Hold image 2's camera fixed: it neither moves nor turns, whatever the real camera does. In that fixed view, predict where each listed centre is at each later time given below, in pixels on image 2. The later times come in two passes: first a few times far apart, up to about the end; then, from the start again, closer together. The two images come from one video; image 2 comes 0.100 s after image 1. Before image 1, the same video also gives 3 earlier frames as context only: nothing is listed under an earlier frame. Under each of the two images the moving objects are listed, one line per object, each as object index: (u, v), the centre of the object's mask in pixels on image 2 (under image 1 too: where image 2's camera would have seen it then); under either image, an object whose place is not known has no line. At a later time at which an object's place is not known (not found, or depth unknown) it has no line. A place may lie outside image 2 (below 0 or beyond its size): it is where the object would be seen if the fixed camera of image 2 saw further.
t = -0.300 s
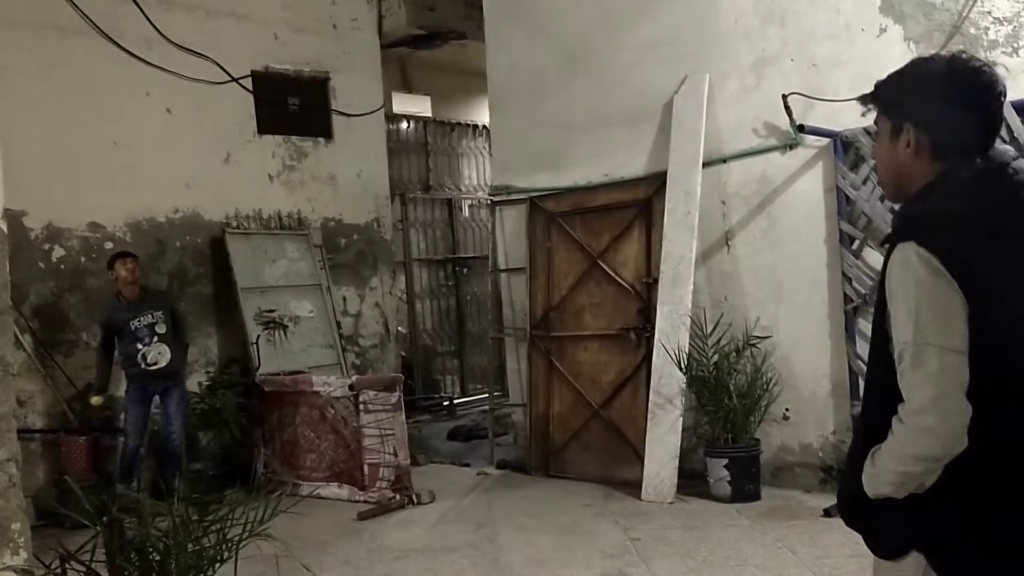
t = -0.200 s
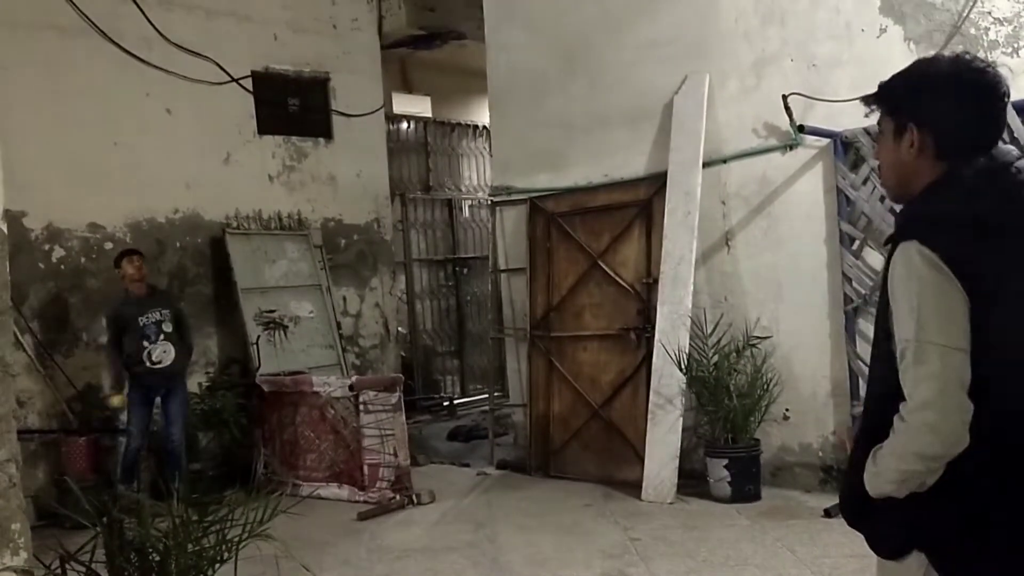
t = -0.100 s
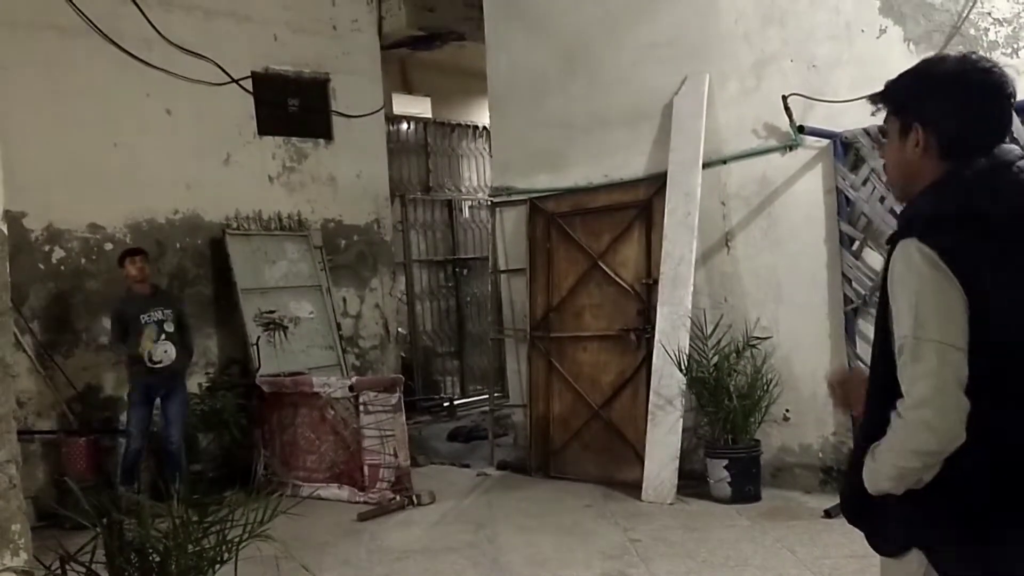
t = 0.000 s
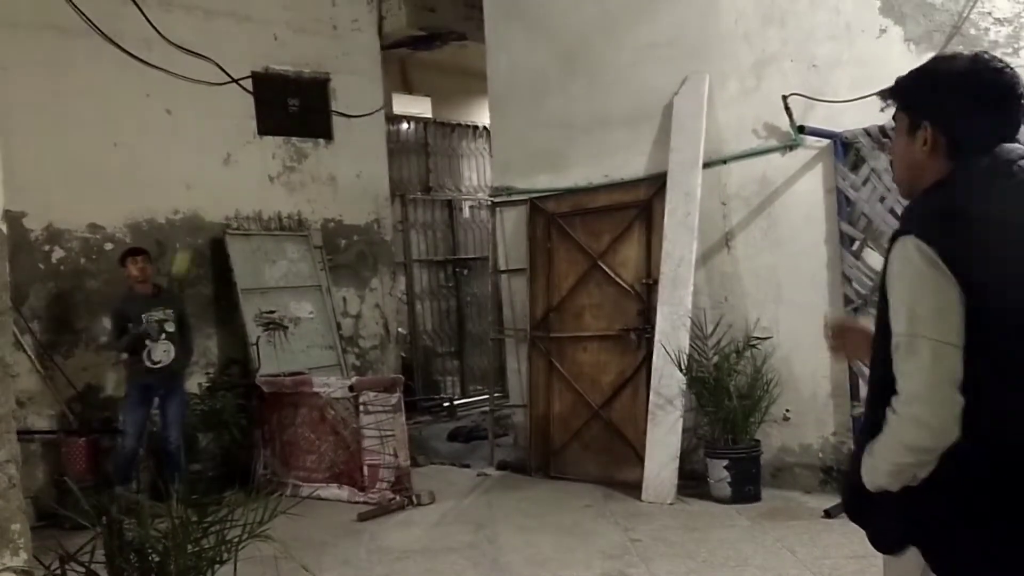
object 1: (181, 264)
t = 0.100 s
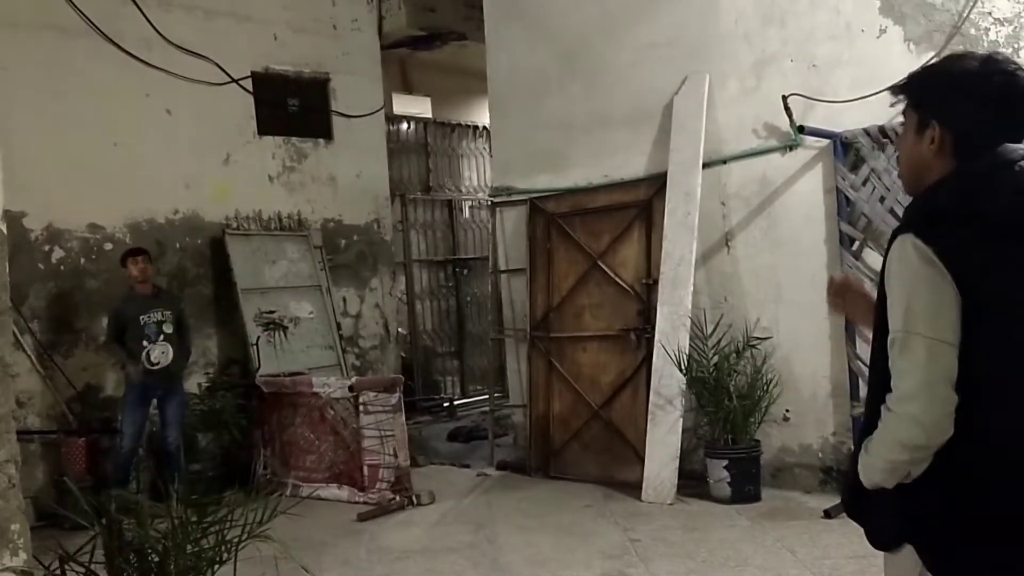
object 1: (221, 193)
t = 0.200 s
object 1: (272, 129)
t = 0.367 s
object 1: (377, 66)
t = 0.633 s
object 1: (646, 114)
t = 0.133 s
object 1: (230, 176)
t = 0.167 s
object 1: (252, 153)
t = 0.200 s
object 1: (272, 129)
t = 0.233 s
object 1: (288, 115)
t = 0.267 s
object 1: (306, 101)
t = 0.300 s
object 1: (326, 87)
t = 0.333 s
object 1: (352, 75)
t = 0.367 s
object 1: (377, 66)
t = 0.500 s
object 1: (486, 59)
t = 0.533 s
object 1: (528, 66)
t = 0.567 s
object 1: (563, 78)
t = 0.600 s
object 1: (603, 94)
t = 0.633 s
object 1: (646, 114)
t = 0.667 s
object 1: (694, 143)
